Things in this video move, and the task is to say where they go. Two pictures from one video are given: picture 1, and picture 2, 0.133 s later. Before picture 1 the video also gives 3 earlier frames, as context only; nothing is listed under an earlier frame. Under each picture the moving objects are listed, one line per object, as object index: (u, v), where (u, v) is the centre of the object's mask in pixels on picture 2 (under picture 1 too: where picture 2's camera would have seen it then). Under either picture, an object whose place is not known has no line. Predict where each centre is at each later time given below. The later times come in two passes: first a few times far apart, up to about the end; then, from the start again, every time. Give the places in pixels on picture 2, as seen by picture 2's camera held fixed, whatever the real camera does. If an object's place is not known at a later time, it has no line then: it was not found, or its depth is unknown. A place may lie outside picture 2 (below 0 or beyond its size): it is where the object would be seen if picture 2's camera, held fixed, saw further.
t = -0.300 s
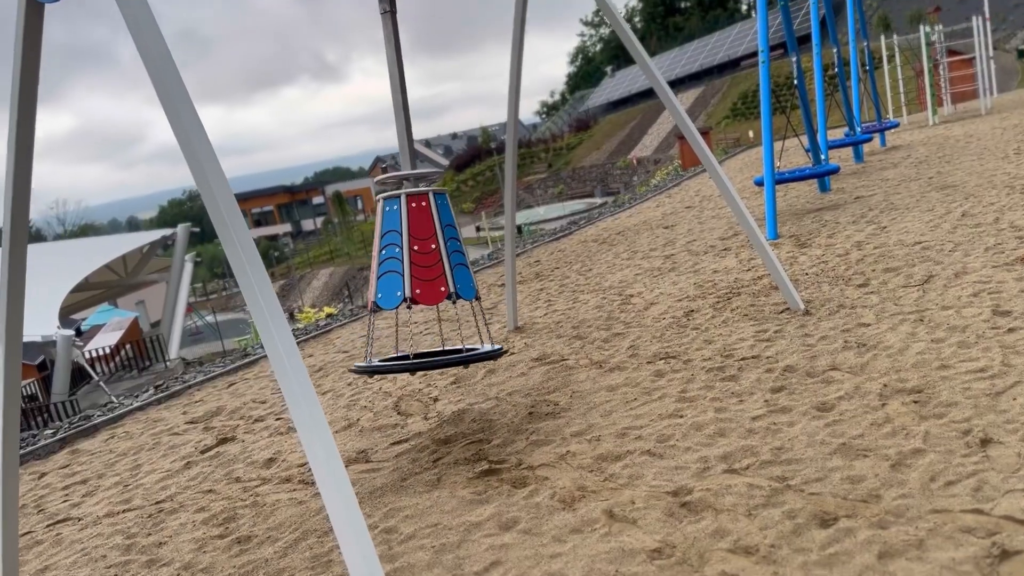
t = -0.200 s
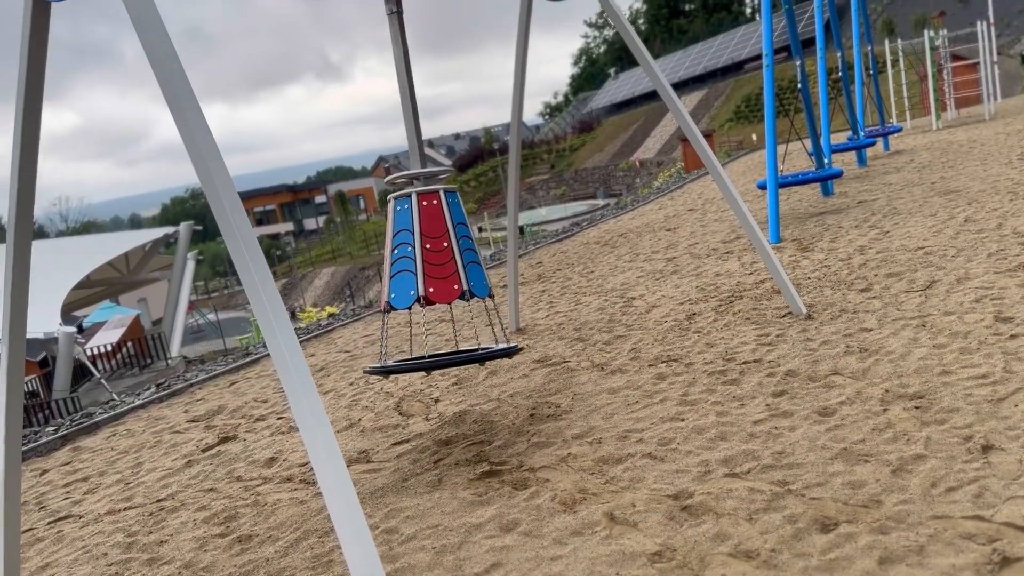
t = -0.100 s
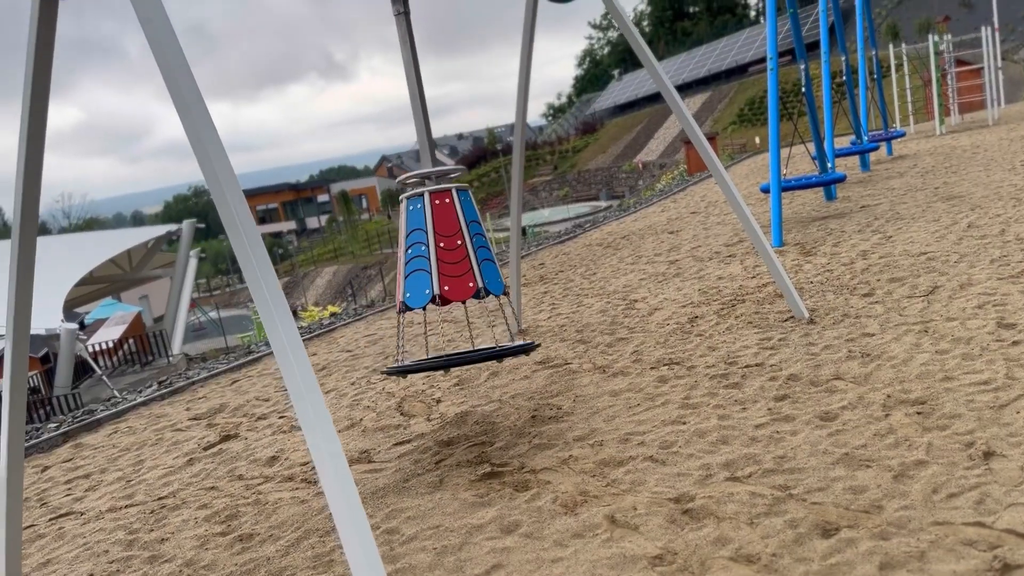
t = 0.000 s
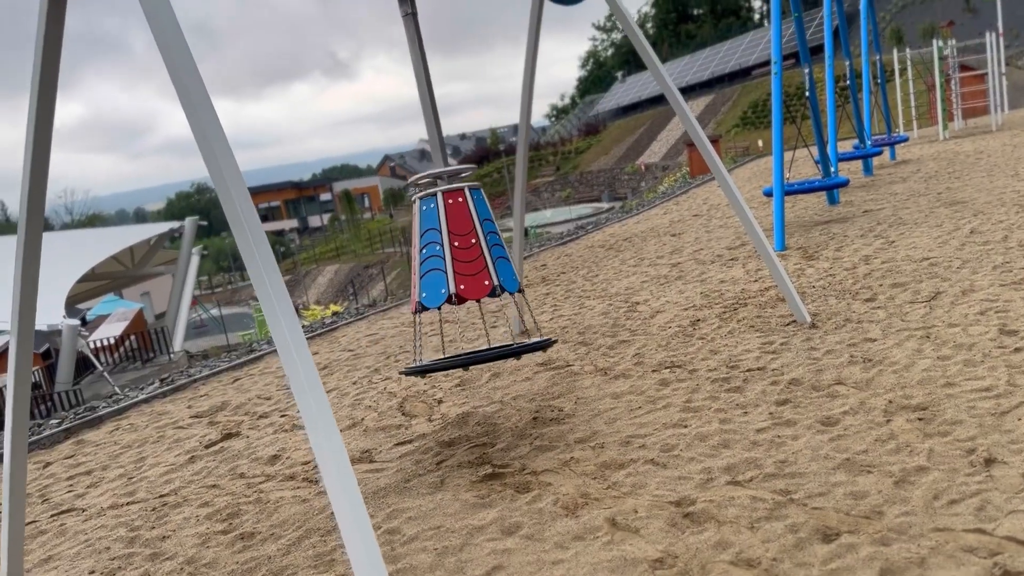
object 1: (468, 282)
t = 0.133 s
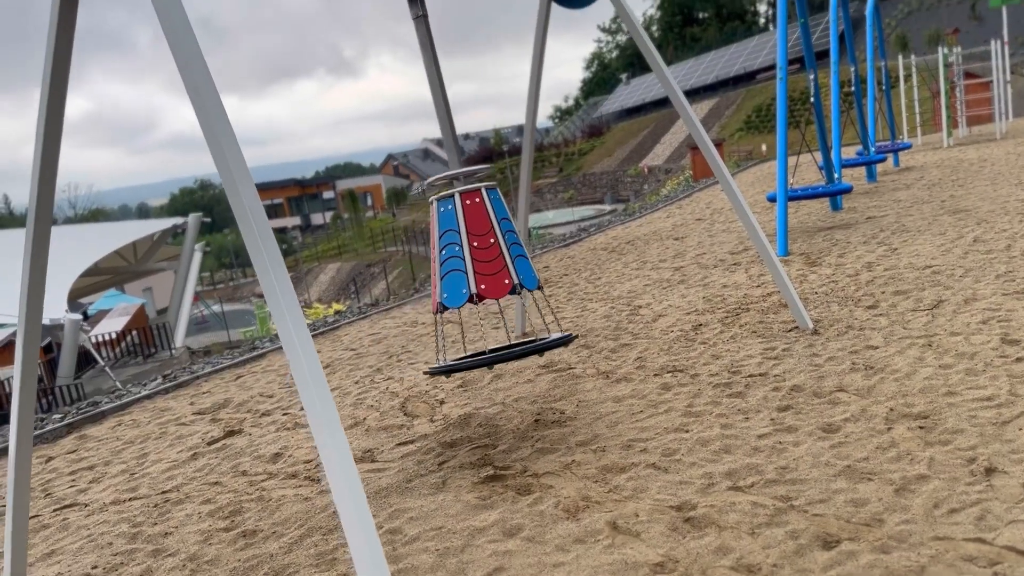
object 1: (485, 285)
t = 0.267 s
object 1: (498, 284)
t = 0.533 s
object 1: (513, 280)
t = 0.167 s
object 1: (488, 285)
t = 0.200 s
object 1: (491, 280)
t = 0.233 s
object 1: (495, 284)
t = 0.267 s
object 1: (498, 284)
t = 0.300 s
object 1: (501, 283)
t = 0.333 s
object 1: (503, 279)
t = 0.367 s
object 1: (506, 282)
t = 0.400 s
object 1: (508, 282)
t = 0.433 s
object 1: (510, 282)
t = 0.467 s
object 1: (511, 281)
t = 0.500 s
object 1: (511, 278)
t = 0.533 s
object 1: (513, 280)
